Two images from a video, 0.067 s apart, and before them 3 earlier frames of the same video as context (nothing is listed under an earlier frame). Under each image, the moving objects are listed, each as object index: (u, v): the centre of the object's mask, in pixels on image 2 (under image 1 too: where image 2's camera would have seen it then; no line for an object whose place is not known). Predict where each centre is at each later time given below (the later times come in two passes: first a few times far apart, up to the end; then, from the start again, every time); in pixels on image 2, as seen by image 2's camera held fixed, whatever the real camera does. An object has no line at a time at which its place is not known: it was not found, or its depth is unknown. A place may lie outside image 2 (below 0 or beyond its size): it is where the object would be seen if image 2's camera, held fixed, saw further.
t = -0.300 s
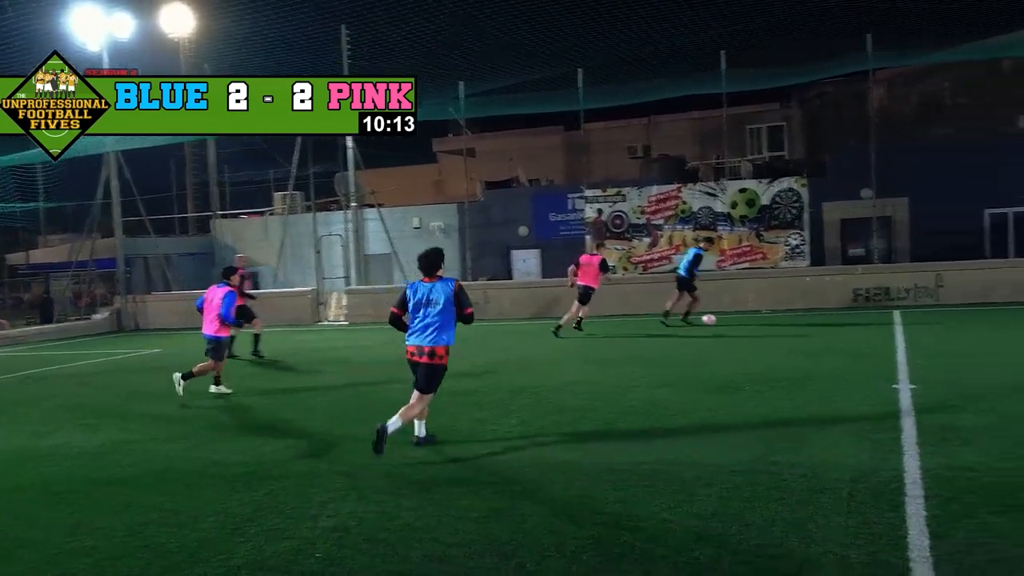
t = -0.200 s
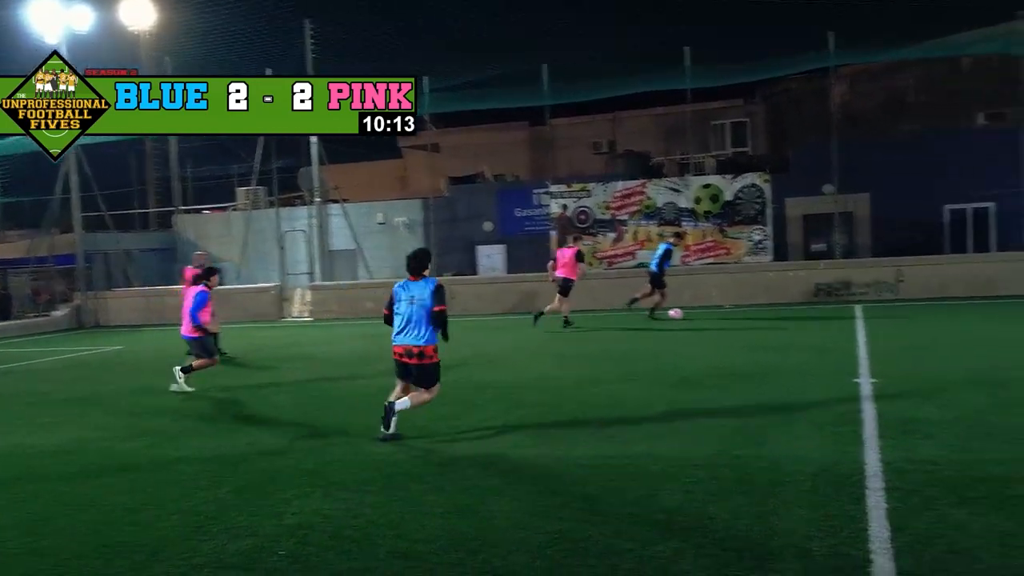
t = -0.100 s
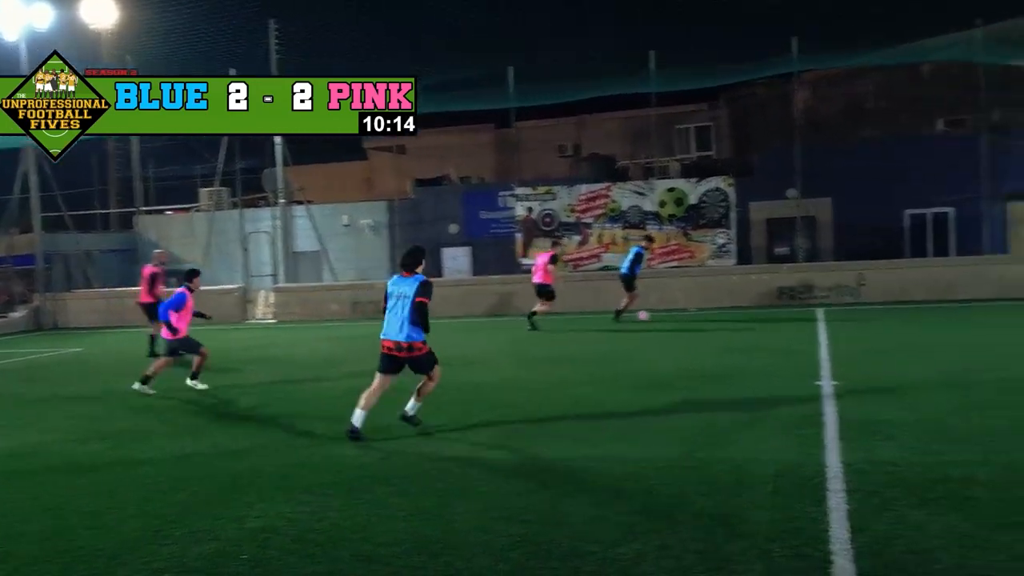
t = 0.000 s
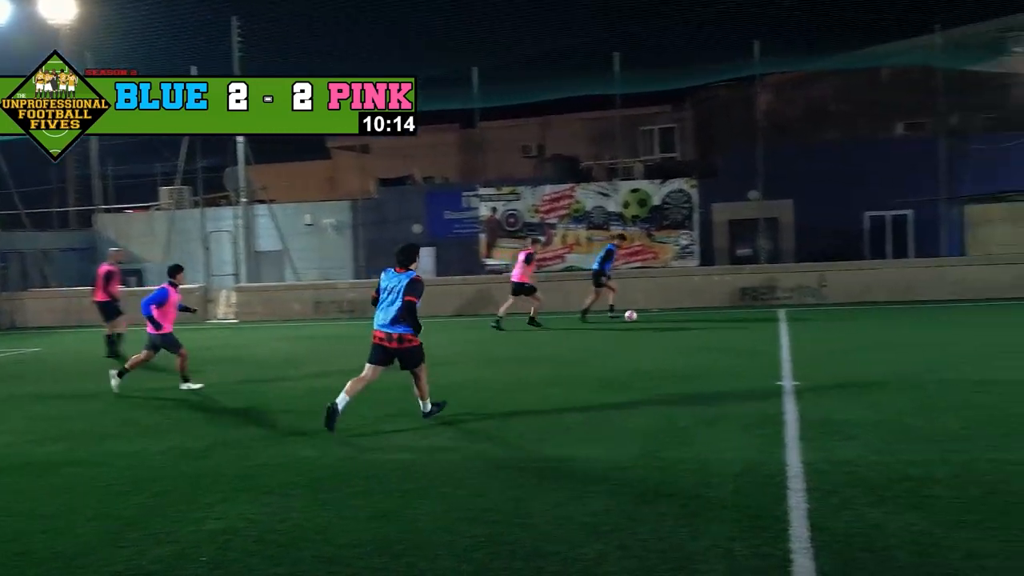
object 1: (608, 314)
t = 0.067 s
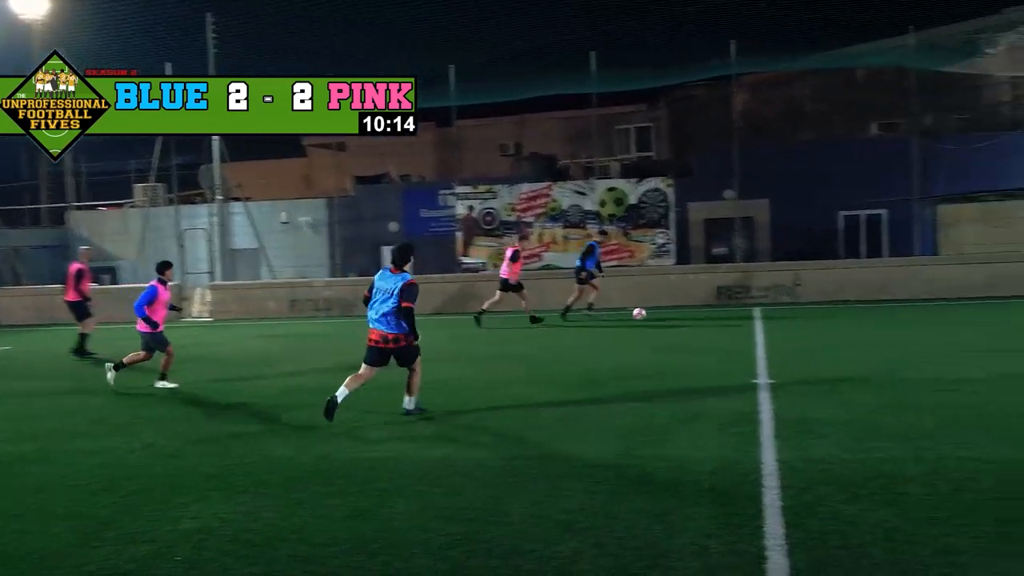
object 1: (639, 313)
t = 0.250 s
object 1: (729, 317)
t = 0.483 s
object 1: (846, 320)
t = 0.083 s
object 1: (647, 314)
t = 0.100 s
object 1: (655, 314)
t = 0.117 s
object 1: (663, 315)
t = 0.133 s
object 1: (672, 316)
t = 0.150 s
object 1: (680, 316)
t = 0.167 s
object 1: (688, 316)
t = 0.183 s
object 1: (696, 316)
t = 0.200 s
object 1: (704, 316)
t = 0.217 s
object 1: (712, 317)
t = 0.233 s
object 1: (721, 317)
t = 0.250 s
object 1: (729, 317)
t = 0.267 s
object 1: (737, 317)
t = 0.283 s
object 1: (745, 317)
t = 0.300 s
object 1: (754, 317)
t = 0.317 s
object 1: (763, 318)
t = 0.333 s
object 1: (771, 318)
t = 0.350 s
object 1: (779, 319)
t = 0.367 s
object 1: (788, 318)
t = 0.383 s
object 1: (796, 319)
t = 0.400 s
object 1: (804, 319)
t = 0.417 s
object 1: (812, 319)
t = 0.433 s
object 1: (821, 320)
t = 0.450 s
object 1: (830, 320)
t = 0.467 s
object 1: (838, 320)
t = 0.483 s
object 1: (846, 320)
